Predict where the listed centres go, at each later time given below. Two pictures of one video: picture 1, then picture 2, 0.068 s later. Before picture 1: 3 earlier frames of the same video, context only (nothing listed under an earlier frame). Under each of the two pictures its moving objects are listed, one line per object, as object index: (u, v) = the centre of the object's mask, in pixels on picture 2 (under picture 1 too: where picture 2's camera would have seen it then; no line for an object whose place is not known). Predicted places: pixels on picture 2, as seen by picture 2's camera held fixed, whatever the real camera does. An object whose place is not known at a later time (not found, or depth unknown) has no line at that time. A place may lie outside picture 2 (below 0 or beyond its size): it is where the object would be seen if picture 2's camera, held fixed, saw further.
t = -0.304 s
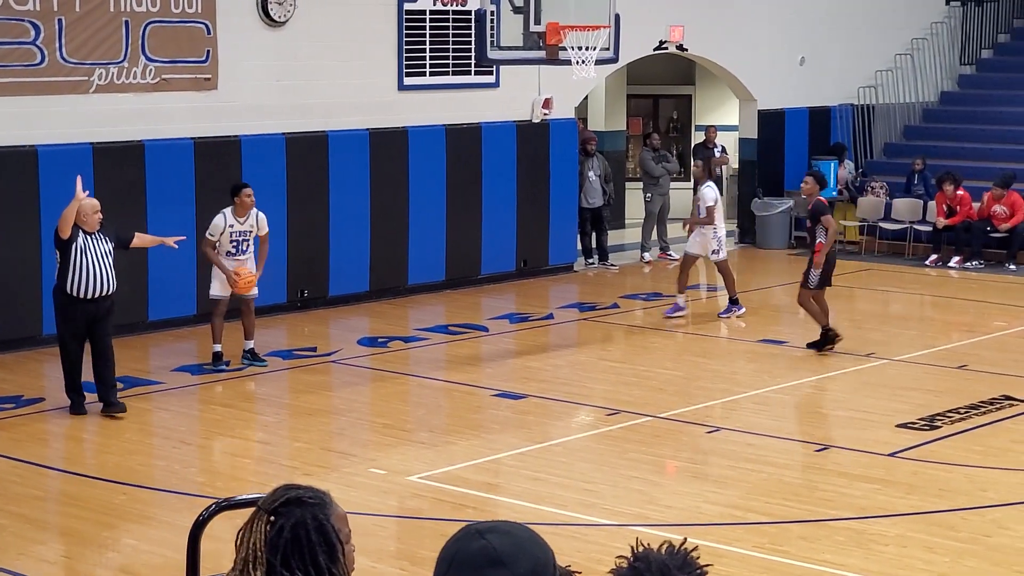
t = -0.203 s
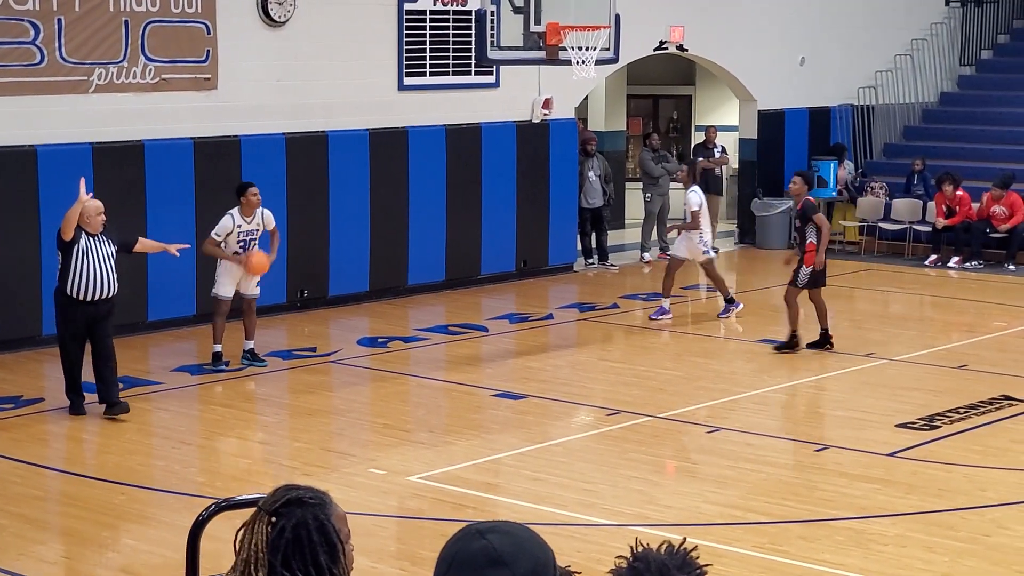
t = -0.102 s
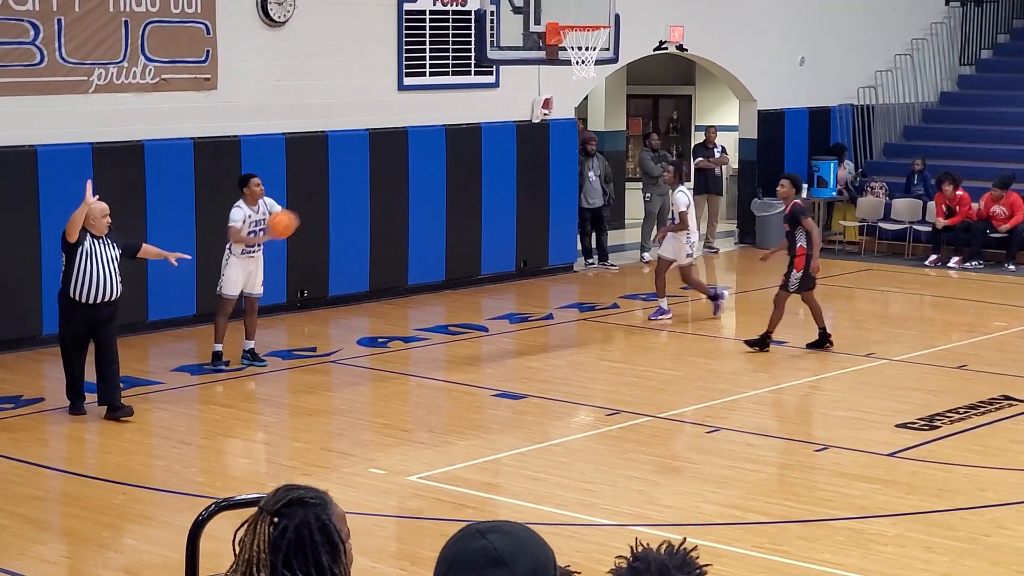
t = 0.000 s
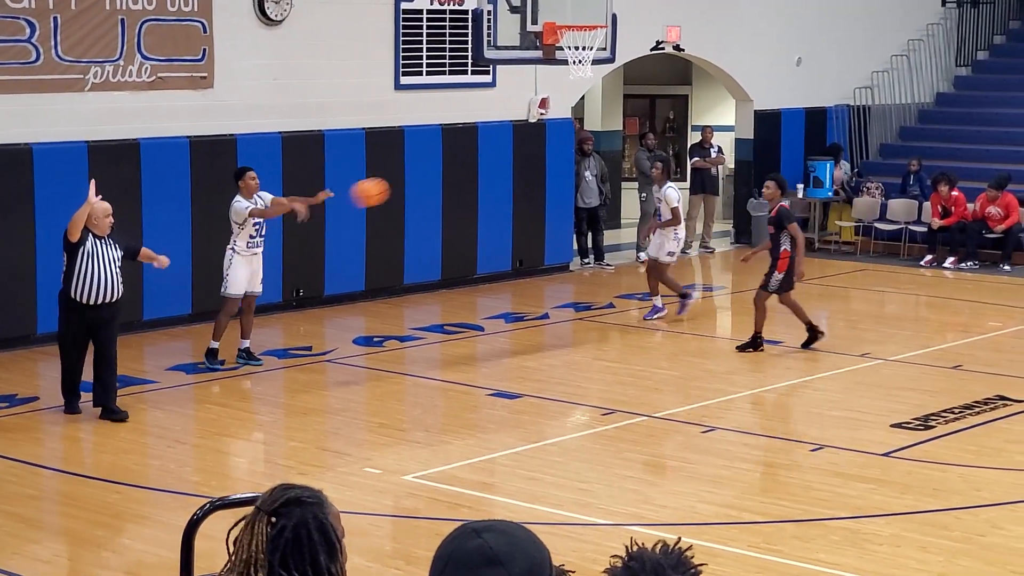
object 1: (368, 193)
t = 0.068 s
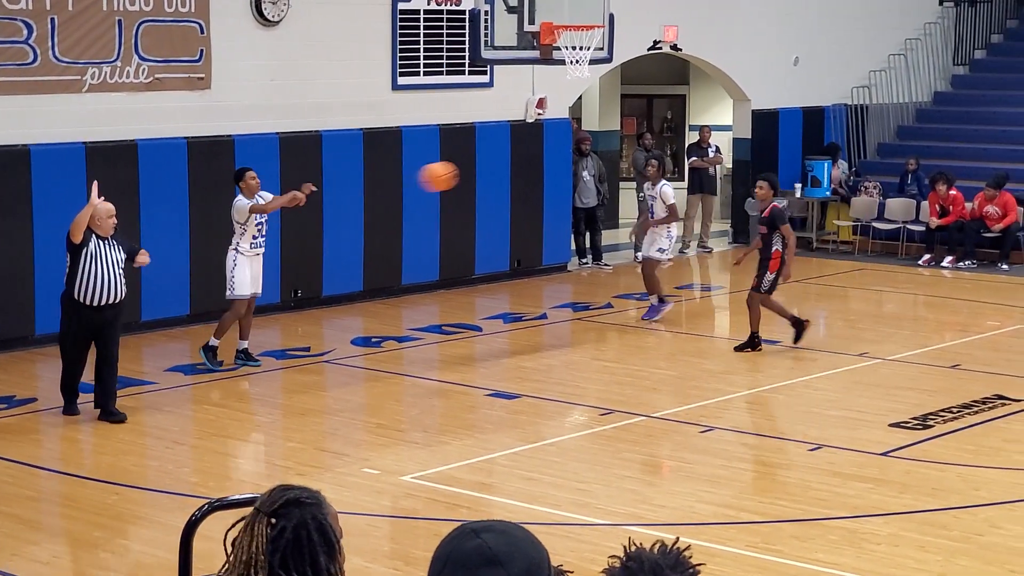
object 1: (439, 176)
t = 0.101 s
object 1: (473, 170)
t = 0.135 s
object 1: (512, 164)
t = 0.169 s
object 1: (548, 160)
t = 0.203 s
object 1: (586, 156)
